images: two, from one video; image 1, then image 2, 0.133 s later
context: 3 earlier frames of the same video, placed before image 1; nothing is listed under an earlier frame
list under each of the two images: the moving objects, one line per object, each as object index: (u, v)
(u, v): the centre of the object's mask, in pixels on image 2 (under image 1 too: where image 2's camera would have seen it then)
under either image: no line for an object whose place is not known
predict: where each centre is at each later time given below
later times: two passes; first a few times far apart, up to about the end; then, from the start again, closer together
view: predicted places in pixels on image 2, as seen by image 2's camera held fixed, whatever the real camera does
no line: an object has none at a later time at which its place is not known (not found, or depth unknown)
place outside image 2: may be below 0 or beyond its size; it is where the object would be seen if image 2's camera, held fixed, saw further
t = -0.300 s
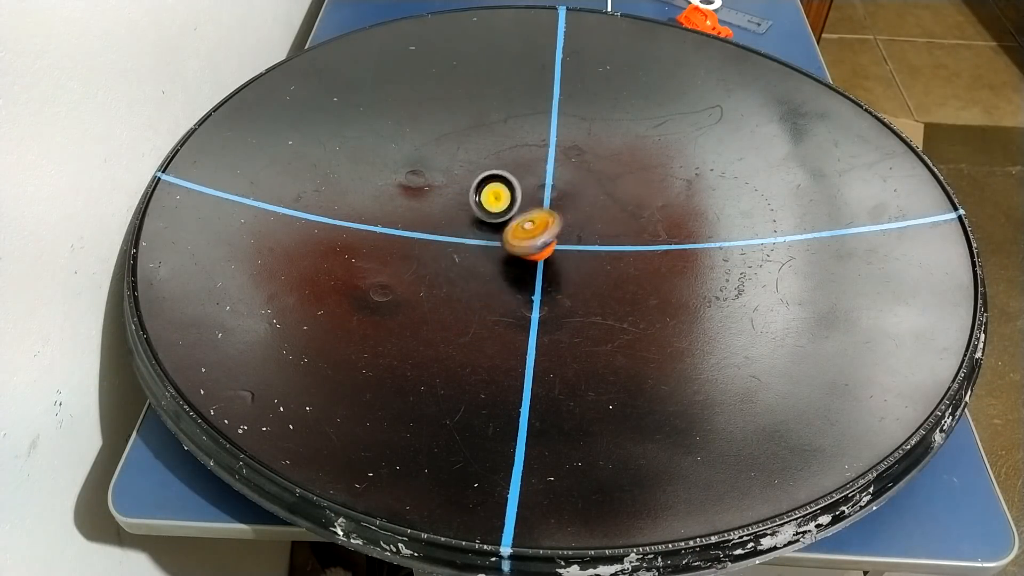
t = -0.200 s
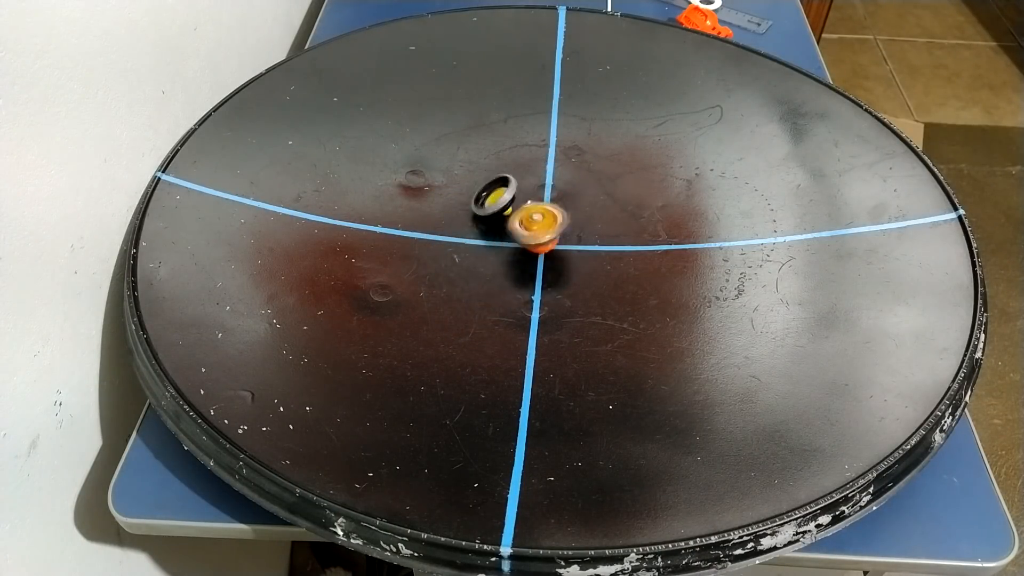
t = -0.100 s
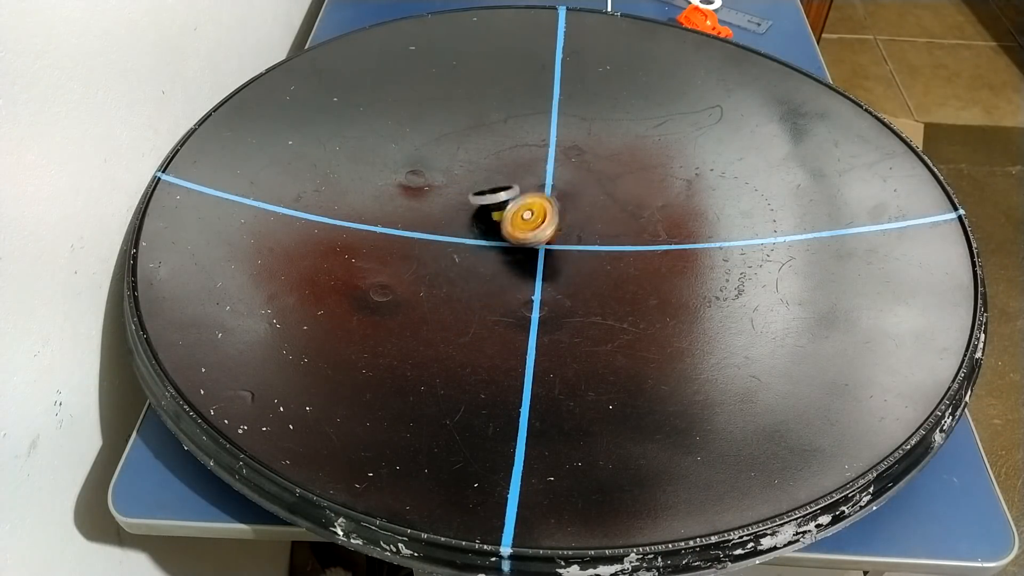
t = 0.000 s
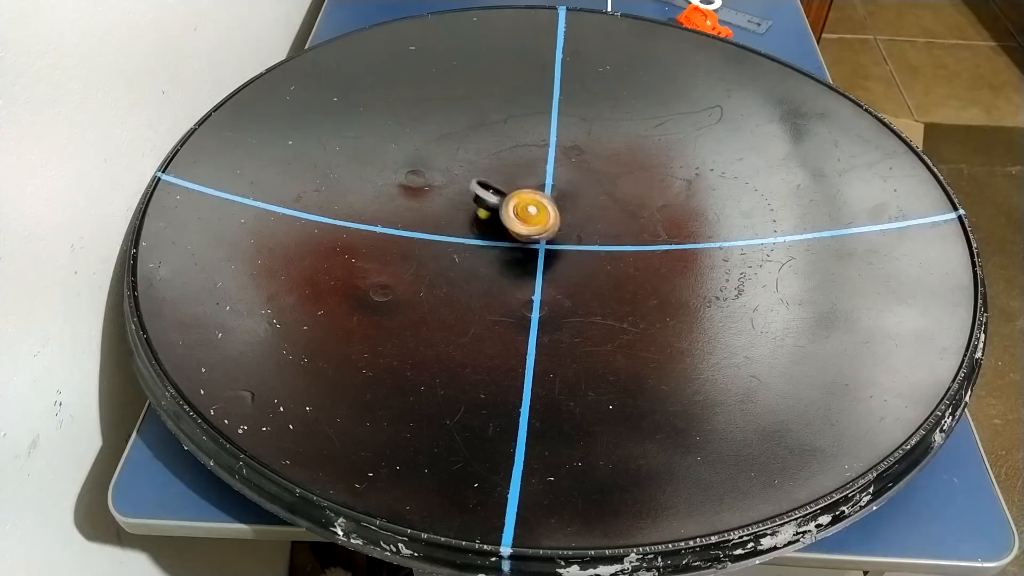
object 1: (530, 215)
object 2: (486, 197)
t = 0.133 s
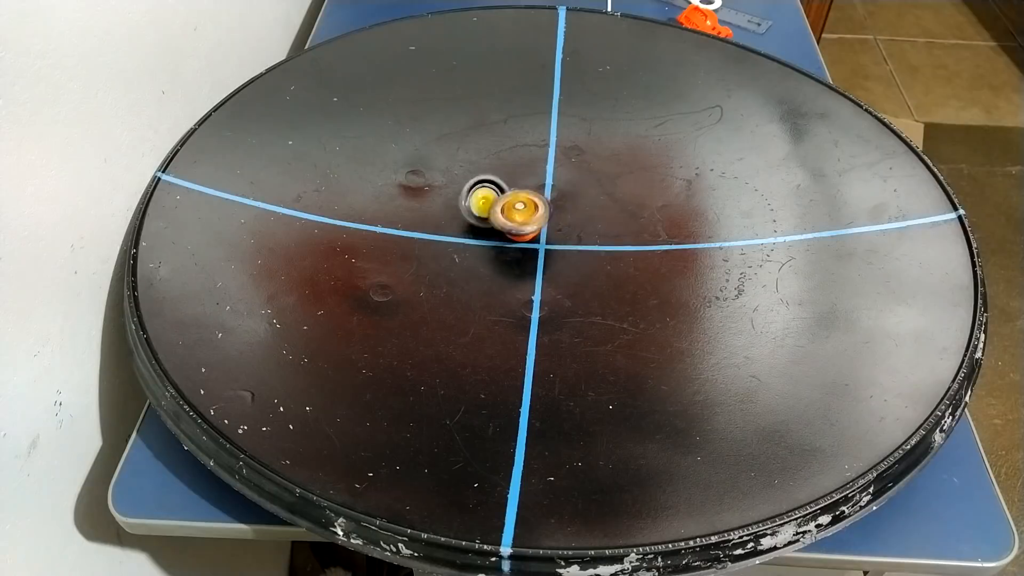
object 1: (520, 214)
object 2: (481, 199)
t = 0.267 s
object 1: (541, 231)
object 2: (470, 197)
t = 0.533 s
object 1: (572, 232)
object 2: (472, 201)
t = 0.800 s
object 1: (573, 215)
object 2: (470, 208)
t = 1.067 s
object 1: (550, 214)
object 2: (497, 238)
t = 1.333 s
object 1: (528, 194)
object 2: (524, 246)
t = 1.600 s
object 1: (525, 190)
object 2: (534, 252)
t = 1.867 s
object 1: (516, 200)
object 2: (524, 246)
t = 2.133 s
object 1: (490, 210)
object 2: (522, 240)
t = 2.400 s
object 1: (493, 209)
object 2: (522, 241)
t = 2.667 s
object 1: (499, 206)
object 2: (522, 239)
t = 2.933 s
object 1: (496, 207)
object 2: (522, 239)
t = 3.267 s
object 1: (497, 207)
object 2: (522, 239)
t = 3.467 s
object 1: (496, 208)
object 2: (522, 239)
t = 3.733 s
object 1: (497, 207)
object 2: (522, 239)
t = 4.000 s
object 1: (496, 208)
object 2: (522, 239)
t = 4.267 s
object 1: (496, 208)
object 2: (522, 239)
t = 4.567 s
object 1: (496, 208)
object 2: (522, 239)
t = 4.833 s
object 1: (496, 208)
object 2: (522, 239)
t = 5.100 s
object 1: (496, 208)
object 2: (522, 239)
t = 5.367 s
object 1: (496, 208)
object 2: (522, 239)
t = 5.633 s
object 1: (496, 208)
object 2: (522, 239)
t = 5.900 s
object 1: (496, 208)
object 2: (522, 239)
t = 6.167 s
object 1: (496, 208)
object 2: (522, 239)
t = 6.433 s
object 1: (496, 208)
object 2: (522, 239)
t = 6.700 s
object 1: (496, 208)
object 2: (522, 239)
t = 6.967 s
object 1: (496, 208)
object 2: (522, 239)
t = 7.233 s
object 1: (496, 208)
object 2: (522, 239)
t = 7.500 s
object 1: (496, 208)
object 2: (522, 239)
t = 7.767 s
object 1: (496, 208)
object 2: (522, 239)
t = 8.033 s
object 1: (496, 208)
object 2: (522, 239)
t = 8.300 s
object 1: (496, 208)
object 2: (522, 239)
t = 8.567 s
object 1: (496, 208)
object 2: (522, 239)
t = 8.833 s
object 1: (496, 208)
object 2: (522, 239)
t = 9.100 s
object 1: (496, 208)
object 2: (522, 239)
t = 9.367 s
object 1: (496, 207)
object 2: (522, 239)
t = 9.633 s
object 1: (496, 208)
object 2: (522, 239)
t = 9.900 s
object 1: (496, 208)
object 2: (522, 239)
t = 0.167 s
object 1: (523, 216)
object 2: (477, 199)
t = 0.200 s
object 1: (531, 220)
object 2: (474, 199)
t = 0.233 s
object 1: (536, 227)
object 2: (469, 198)
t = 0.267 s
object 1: (541, 231)
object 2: (470, 197)
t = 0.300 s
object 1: (547, 234)
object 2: (472, 197)
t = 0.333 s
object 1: (553, 234)
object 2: (471, 197)
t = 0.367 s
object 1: (556, 233)
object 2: (471, 197)
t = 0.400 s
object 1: (561, 233)
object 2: (473, 197)
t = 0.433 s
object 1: (565, 232)
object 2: (476, 197)
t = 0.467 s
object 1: (568, 232)
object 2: (476, 199)
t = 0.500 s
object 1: (571, 232)
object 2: (474, 201)
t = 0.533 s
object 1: (572, 232)
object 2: (472, 201)
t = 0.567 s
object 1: (572, 232)
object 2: (470, 201)
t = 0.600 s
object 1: (573, 230)
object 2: (468, 201)
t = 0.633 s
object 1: (573, 226)
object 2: (468, 200)
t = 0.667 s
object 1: (571, 223)
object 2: (468, 200)
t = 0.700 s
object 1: (572, 221)
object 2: (469, 201)
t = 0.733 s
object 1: (574, 218)
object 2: (470, 203)
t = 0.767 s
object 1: (574, 215)
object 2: (470, 205)
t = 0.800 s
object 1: (573, 215)
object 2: (470, 208)
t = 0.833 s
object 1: (571, 214)
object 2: (470, 212)
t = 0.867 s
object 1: (569, 213)
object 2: (470, 216)
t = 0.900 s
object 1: (568, 213)
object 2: (472, 220)
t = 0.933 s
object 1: (564, 213)
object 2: (474, 225)
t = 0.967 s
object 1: (559, 214)
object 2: (478, 229)
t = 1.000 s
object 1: (553, 213)
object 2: (483, 233)
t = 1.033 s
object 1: (551, 213)
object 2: (490, 236)
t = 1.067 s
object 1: (550, 214)
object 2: (497, 238)
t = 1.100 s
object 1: (548, 211)
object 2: (504, 240)
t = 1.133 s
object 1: (544, 207)
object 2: (509, 242)
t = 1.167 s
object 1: (541, 205)
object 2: (513, 242)
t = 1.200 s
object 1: (537, 202)
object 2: (516, 243)
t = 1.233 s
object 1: (534, 201)
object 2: (520, 243)
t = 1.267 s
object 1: (532, 200)
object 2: (522, 244)
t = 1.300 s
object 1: (530, 197)
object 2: (523, 245)
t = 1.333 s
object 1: (528, 194)
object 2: (524, 246)
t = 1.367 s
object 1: (526, 191)
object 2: (526, 248)
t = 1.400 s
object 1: (525, 190)
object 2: (527, 249)
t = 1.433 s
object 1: (525, 190)
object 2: (529, 250)
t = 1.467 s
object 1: (525, 191)
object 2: (531, 250)
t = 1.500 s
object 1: (526, 191)
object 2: (532, 251)
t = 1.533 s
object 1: (526, 190)
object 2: (533, 251)
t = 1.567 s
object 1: (526, 190)
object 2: (534, 252)
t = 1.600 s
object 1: (525, 190)
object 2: (534, 252)
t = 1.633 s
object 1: (523, 191)
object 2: (534, 252)
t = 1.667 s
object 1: (523, 192)
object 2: (533, 251)
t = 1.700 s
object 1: (522, 193)
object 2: (532, 251)
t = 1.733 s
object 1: (522, 195)
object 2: (531, 251)
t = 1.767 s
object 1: (521, 196)
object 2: (529, 250)
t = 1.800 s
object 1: (520, 197)
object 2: (527, 249)
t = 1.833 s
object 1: (519, 198)
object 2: (526, 248)
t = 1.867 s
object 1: (516, 200)
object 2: (524, 246)
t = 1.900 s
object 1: (513, 202)
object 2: (523, 245)
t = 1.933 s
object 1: (509, 204)
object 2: (522, 242)
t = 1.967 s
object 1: (505, 206)
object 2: (522, 241)
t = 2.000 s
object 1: (501, 207)
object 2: (522, 240)
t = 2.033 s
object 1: (498, 208)
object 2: (522, 240)
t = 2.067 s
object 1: (496, 208)
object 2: (522, 240)
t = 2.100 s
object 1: (493, 209)
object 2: (522, 240)
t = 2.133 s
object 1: (490, 210)
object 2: (522, 240)
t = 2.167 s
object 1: (489, 210)
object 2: (522, 241)
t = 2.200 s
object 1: (487, 210)
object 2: (522, 241)
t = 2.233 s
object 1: (487, 210)
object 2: (522, 241)
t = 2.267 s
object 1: (487, 210)
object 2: (522, 241)
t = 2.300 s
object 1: (488, 209)
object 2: (522, 241)
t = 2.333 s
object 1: (490, 209)
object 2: (522, 241)
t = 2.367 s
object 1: (491, 209)
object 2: (522, 241)
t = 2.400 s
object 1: (493, 209)
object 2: (522, 241)
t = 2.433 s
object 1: (494, 208)
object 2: (522, 240)
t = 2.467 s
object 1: (494, 208)
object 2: (522, 240)
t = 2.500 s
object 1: (495, 208)
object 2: (522, 239)
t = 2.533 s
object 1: (496, 207)
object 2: (522, 239)
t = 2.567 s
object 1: (497, 207)
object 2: (522, 239)
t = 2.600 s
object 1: (498, 207)
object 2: (522, 239)
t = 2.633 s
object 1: (498, 206)
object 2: (522, 239)
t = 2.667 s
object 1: (499, 206)
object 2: (522, 239)
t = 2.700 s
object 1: (499, 206)
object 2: (522, 239)
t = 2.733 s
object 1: (499, 206)
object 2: (522, 239)
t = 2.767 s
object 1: (499, 206)
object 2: (522, 239)
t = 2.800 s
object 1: (498, 206)
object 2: (522, 239)
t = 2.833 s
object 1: (498, 207)
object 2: (522, 239)
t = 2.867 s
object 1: (497, 207)
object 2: (522, 239)
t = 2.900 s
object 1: (497, 207)
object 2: (522, 239)
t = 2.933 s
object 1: (496, 207)
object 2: (522, 239)
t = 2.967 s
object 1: (496, 207)
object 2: (522, 239)
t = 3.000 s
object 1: (496, 207)
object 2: (522, 239)
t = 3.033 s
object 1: (497, 207)
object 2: (522, 239)
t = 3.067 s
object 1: (497, 207)
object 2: (522, 239)
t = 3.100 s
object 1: (498, 207)
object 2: (522, 239)
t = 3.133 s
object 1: (498, 207)
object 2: (522, 239)
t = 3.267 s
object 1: (497, 207)
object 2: (522, 239)
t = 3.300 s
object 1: (497, 207)
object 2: (522, 239)
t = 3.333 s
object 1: (497, 207)
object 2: (522, 239)
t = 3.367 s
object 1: (497, 207)
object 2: (522, 239)
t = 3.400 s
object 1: (496, 208)
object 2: (522, 239)
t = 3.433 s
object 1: (496, 208)
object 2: (522, 239)
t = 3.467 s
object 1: (496, 208)
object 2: (522, 239)
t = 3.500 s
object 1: (497, 207)
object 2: (522, 239)
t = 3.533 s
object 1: (497, 207)
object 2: (522, 239)
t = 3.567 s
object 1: (497, 207)
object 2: (522, 239)
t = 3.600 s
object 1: (497, 207)
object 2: (522, 239)
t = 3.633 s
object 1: (497, 207)
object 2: (522, 239)
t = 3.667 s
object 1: (497, 207)
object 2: (522, 239)
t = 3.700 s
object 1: (497, 207)
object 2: (522, 239)
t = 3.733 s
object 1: (497, 207)
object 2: (522, 239)
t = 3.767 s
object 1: (497, 207)
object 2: (522, 239)
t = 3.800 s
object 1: (496, 207)
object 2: (522, 239)
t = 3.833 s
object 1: (496, 207)
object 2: (522, 239)
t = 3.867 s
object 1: (496, 207)
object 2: (522, 239)
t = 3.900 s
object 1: (496, 207)
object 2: (522, 239)
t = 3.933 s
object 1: (496, 208)
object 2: (522, 239)
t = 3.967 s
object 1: (496, 208)
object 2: (522, 239)
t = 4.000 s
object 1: (496, 208)
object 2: (522, 239)
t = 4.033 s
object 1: (496, 208)
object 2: (522, 239)
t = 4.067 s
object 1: (496, 208)
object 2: (522, 239)
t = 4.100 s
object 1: (496, 208)
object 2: (522, 239)
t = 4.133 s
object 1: (496, 208)
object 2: (522, 239)
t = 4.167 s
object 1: (496, 208)
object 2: (522, 239)
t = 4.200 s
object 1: (496, 208)
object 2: (522, 239)
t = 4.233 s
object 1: (496, 208)
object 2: (522, 239)
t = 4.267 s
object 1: (496, 208)
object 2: (522, 239)
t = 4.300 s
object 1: (496, 208)
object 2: (522, 239)
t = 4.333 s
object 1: (496, 208)
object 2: (522, 239)
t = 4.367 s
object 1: (496, 208)
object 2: (522, 239)
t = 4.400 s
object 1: (496, 208)
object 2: (522, 239)
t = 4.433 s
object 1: (496, 208)
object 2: (522, 239)
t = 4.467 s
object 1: (496, 208)
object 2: (522, 239)
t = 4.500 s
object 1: (496, 208)
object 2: (522, 239)
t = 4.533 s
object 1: (496, 208)
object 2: (522, 239)
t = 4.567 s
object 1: (496, 208)
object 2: (522, 239)
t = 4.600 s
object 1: (496, 208)
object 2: (522, 239)
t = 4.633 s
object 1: (496, 208)
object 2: (522, 239)
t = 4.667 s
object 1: (496, 208)
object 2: (522, 239)
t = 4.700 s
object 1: (496, 208)
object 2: (522, 239)
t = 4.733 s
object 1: (496, 208)
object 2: (522, 239)
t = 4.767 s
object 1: (496, 208)
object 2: (522, 239)
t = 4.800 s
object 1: (496, 208)
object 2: (522, 239)
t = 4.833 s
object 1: (496, 208)
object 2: (522, 239)
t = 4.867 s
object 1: (496, 208)
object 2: (522, 239)
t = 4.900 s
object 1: (496, 208)
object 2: (522, 239)
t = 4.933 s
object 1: (496, 208)
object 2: (522, 239)
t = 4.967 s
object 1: (496, 208)
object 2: (522, 239)
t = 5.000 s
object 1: (496, 208)
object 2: (522, 239)
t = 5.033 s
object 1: (496, 208)
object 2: (522, 239)
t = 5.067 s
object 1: (496, 208)
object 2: (522, 239)
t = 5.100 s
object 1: (496, 208)
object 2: (522, 239)
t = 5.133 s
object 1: (496, 208)
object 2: (522, 239)
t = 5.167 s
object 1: (496, 208)
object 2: (522, 239)
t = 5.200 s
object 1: (496, 208)
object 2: (522, 239)
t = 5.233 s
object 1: (496, 208)
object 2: (522, 239)
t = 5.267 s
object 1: (496, 208)
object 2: (522, 239)
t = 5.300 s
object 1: (496, 208)
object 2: (522, 239)
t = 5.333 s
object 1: (496, 208)
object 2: (522, 239)
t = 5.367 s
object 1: (496, 208)
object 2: (522, 239)
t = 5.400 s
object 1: (496, 208)
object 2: (522, 239)
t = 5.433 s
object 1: (496, 208)
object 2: (522, 239)
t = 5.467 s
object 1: (496, 208)
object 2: (522, 239)
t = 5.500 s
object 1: (496, 208)
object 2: (522, 239)
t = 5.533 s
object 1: (496, 208)
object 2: (522, 239)
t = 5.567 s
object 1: (496, 208)
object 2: (522, 239)
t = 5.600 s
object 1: (496, 208)
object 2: (522, 239)
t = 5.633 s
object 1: (496, 208)
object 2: (522, 239)
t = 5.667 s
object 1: (496, 208)
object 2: (522, 239)
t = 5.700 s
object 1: (496, 208)
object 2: (522, 239)
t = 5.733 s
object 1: (496, 208)
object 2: (522, 239)
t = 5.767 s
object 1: (496, 208)
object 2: (522, 239)
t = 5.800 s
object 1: (496, 208)
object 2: (522, 239)
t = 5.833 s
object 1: (496, 208)
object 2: (522, 239)
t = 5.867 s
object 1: (496, 208)
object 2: (522, 239)
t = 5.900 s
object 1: (496, 208)
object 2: (522, 239)
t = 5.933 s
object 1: (496, 208)
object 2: (522, 239)
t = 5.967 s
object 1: (496, 208)
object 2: (522, 239)
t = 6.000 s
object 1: (496, 208)
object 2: (522, 239)
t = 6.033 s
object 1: (496, 208)
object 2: (522, 239)
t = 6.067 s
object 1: (496, 208)
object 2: (522, 239)
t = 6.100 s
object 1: (496, 208)
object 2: (522, 239)
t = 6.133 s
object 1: (496, 208)
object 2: (522, 239)
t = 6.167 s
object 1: (496, 208)
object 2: (522, 239)
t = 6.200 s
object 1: (496, 208)
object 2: (522, 239)
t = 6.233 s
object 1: (496, 208)
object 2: (522, 239)
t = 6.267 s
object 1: (496, 208)
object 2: (522, 239)
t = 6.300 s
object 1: (496, 208)
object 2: (522, 239)
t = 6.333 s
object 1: (496, 208)
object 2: (522, 239)
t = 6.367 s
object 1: (496, 208)
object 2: (522, 239)
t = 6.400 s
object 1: (496, 208)
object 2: (522, 239)
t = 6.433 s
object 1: (496, 208)
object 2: (522, 239)
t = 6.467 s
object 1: (496, 208)
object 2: (522, 239)
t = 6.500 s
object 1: (496, 208)
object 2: (522, 239)
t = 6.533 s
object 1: (496, 208)
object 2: (522, 239)
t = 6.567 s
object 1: (496, 208)
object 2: (522, 239)
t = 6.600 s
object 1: (496, 208)
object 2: (522, 239)
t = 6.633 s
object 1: (496, 208)
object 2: (522, 239)
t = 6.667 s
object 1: (496, 208)
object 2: (522, 239)
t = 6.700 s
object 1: (496, 208)
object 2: (522, 239)
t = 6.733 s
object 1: (496, 208)
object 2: (522, 239)
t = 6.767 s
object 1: (496, 208)
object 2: (522, 239)
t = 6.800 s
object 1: (496, 208)
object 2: (522, 239)
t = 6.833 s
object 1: (496, 208)
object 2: (522, 239)
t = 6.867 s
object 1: (496, 208)
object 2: (522, 239)
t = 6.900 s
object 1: (496, 208)
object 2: (522, 239)
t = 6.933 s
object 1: (496, 208)
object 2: (522, 239)
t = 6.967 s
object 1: (496, 208)
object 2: (522, 239)
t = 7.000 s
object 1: (496, 208)
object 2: (522, 239)
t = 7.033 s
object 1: (496, 208)
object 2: (522, 239)
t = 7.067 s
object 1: (496, 208)
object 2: (522, 239)
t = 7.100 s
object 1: (496, 208)
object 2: (522, 239)
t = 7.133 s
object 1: (496, 208)
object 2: (522, 239)
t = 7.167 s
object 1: (496, 207)
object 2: (522, 239)
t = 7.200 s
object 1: (496, 208)
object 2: (522, 239)
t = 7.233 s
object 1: (496, 208)
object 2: (522, 239)
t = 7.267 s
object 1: (496, 208)
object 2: (522, 239)
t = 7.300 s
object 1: (496, 208)
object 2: (522, 239)
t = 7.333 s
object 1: (496, 208)
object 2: (522, 239)
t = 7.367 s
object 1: (496, 207)
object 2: (522, 239)
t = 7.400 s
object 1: (496, 208)
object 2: (522, 239)
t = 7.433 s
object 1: (496, 208)
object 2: (522, 239)
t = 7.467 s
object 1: (496, 208)
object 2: (522, 239)
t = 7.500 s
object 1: (496, 208)
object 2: (522, 239)
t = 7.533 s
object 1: (496, 208)
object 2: (522, 239)
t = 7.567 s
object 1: (496, 208)
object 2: (522, 239)
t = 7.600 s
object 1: (496, 208)
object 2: (522, 239)
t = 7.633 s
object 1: (496, 208)
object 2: (522, 239)
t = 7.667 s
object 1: (496, 208)
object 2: (522, 239)
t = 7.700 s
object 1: (496, 208)
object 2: (522, 239)
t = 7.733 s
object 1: (496, 208)
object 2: (522, 239)
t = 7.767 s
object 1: (496, 208)
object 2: (522, 239)
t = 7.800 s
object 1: (496, 208)
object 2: (522, 239)
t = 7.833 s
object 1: (496, 208)
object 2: (522, 239)
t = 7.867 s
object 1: (496, 208)
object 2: (522, 239)
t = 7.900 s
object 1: (496, 208)
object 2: (522, 239)
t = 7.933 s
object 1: (496, 208)
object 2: (522, 239)
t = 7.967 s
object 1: (496, 208)
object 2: (522, 239)
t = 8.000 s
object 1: (496, 208)
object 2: (522, 239)
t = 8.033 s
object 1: (496, 208)
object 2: (522, 239)
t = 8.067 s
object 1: (496, 208)
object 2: (522, 239)
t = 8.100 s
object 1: (496, 208)
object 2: (522, 239)
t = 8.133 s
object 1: (496, 208)
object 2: (522, 239)
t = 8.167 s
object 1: (496, 208)
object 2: (522, 239)
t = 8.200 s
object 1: (496, 208)
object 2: (522, 239)
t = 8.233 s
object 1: (496, 208)
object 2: (522, 239)
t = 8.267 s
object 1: (496, 208)
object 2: (522, 239)
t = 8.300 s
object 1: (496, 208)
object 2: (522, 239)
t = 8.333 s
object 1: (496, 208)
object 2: (522, 239)
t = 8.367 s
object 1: (496, 208)
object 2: (522, 239)
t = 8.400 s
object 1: (496, 208)
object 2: (522, 239)
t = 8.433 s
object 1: (496, 208)
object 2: (522, 239)
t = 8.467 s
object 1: (496, 208)
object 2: (522, 239)
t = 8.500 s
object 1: (496, 208)
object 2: (522, 239)
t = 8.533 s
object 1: (496, 208)
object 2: (522, 239)
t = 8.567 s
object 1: (496, 208)
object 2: (522, 239)
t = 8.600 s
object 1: (496, 208)
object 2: (522, 239)
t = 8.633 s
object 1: (496, 208)
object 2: (522, 239)
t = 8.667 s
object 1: (496, 208)
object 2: (522, 239)
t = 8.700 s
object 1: (496, 207)
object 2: (522, 239)
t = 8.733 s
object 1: (496, 207)
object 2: (522, 239)
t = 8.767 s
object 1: (496, 207)
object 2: (522, 239)
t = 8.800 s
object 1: (496, 208)
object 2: (522, 239)
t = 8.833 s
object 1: (496, 208)
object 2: (522, 239)
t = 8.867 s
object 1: (496, 208)
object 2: (522, 239)
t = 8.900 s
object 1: (496, 208)
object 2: (522, 239)
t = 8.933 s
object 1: (496, 208)
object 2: (522, 239)
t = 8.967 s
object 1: (496, 208)
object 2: (522, 239)
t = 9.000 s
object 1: (496, 208)
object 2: (522, 239)
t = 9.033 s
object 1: (496, 208)
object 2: (522, 239)
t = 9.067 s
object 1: (496, 208)
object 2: (522, 239)
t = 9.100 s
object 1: (496, 208)
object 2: (522, 239)
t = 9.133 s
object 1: (496, 208)
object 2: (522, 239)
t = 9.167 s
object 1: (496, 208)
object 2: (522, 239)
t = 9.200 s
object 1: (496, 207)
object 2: (522, 239)
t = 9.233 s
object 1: (496, 207)
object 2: (522, 239)
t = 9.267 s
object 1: (496, 207)
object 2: (522, 239)
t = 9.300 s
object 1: (496, 207)
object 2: (522, 239)
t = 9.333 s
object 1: (496, 207)
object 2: (522, 239)
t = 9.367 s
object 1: (496, 207)
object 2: (522, 239)
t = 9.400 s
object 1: (496, 207)
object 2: (522, 239)
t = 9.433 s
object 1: (496, 208)
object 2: (522, 239)
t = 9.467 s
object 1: (496, 207)
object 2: (522, 239)
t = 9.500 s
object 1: (496, 207)
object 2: (522, 239)
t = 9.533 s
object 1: (496, 207)
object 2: (522, 239)
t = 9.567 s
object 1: (496, 207)
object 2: (522, 239)
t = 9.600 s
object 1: (496, 207)
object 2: (522, 239)
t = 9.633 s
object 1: (496, 208)
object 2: (522, 239)
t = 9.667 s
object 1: (496, 208)
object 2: (522, 239)
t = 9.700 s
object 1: (496, 208)
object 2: (522, 239)
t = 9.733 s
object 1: (496, 208)
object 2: (522, 239)
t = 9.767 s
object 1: (496, 208)
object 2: (522, 239)
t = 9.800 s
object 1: (496, 208)
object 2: (522, 239)
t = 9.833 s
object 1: (496, 208)
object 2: (522, 239)
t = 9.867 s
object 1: (496, 208)
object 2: (522, 239)
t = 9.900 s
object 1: (496, 208)
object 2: (522, 239)
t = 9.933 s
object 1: (496, 208)
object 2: (522, 239)
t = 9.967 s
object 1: (496, 208)
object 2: (522, 239)
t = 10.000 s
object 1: (496, 208)
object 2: (522, 239)
